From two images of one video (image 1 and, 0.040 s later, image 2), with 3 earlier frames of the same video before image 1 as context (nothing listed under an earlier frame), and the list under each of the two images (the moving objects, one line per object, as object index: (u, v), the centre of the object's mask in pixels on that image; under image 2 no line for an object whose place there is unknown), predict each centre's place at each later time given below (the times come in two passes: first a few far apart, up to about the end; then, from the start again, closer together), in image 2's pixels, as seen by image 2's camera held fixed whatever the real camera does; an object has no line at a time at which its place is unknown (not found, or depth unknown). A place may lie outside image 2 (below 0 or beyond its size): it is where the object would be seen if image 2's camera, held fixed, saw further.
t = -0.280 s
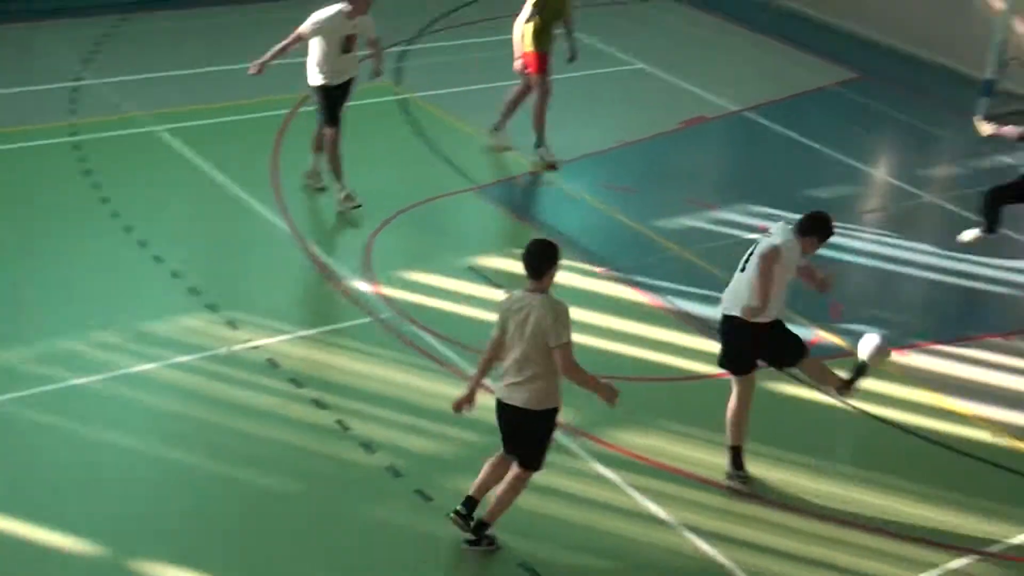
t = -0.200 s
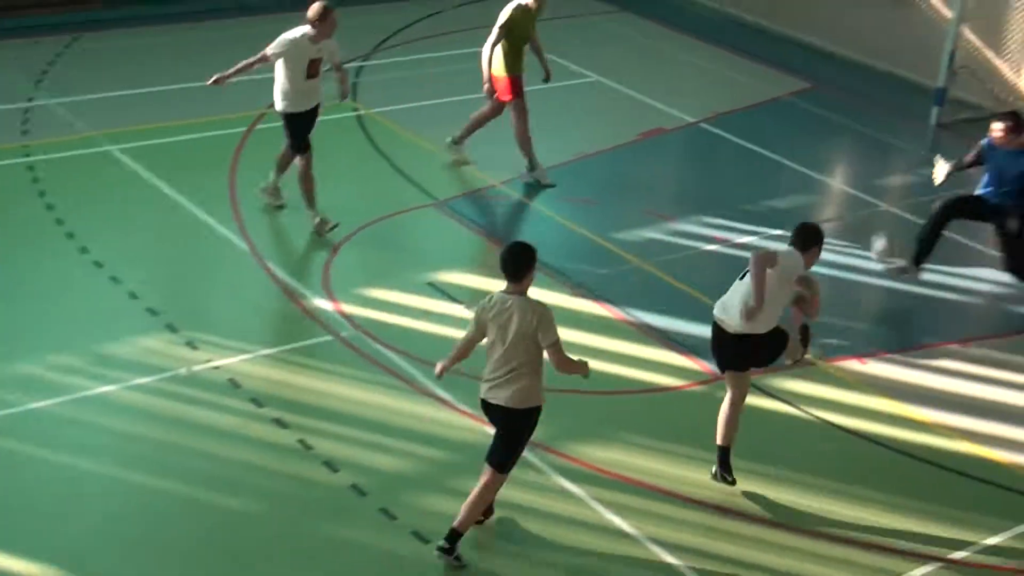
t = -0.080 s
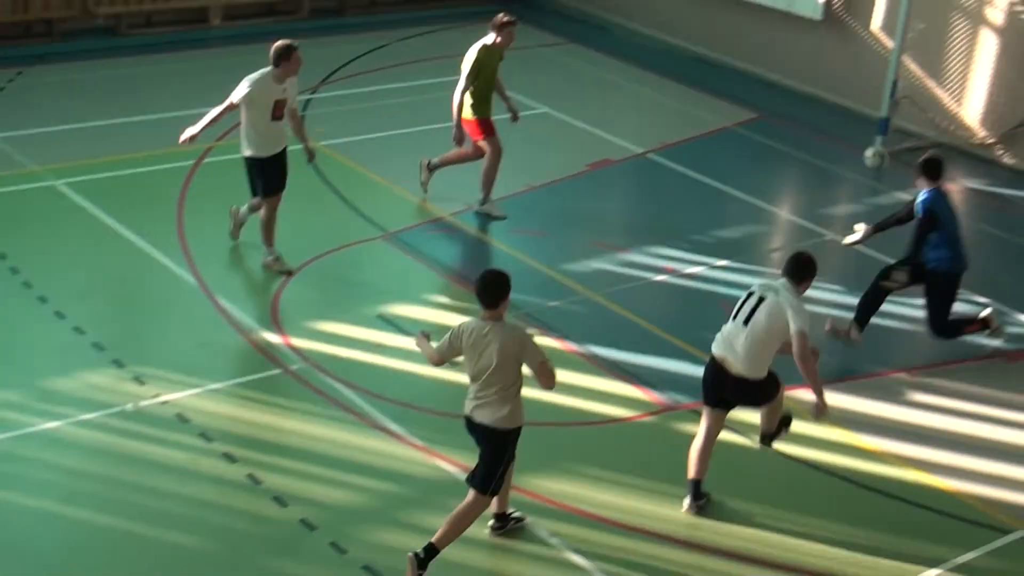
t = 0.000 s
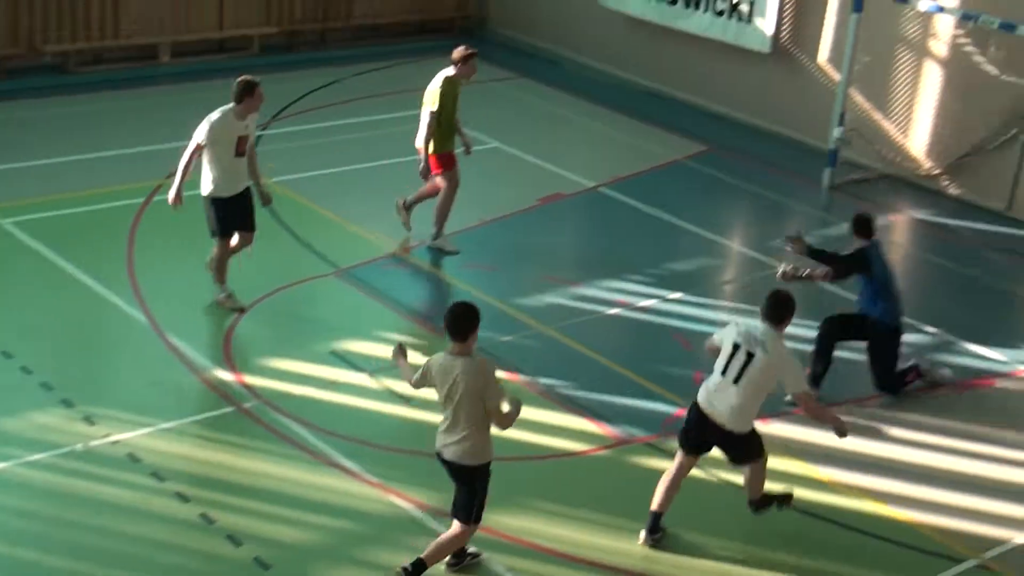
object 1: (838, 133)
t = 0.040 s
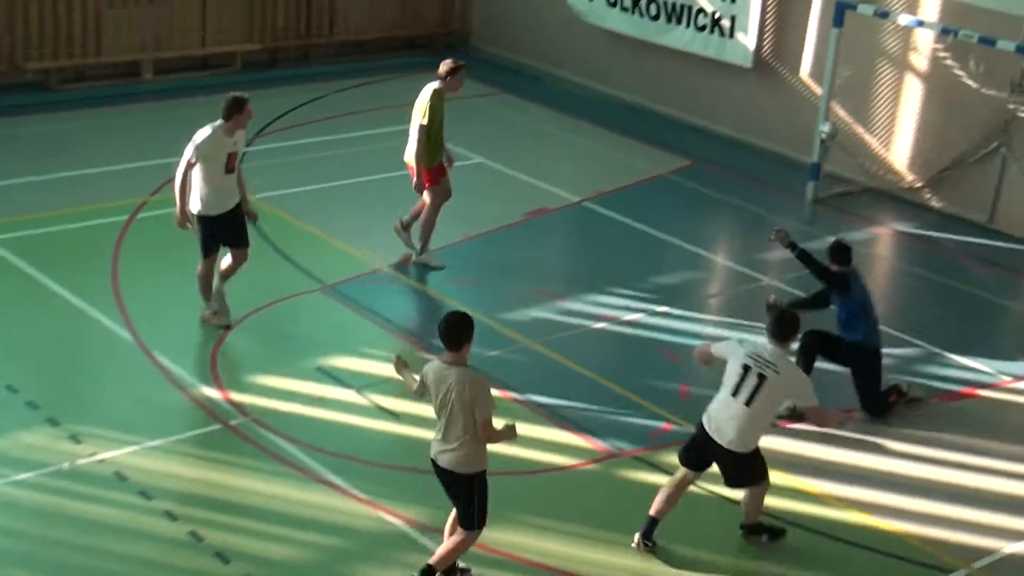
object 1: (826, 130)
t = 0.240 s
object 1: (948, 158)
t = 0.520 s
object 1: (1003, 323)
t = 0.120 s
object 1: (913, 124)
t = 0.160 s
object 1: (937, 131)
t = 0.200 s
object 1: (942, 142)
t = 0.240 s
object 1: (948, 158)
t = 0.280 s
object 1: (956, 177)
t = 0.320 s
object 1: (963, 198)
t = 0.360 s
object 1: (971, 222)
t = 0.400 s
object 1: (979, 246)
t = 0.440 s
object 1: (987, 275)
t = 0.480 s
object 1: (992, 306)
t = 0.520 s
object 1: (1003, 323)
